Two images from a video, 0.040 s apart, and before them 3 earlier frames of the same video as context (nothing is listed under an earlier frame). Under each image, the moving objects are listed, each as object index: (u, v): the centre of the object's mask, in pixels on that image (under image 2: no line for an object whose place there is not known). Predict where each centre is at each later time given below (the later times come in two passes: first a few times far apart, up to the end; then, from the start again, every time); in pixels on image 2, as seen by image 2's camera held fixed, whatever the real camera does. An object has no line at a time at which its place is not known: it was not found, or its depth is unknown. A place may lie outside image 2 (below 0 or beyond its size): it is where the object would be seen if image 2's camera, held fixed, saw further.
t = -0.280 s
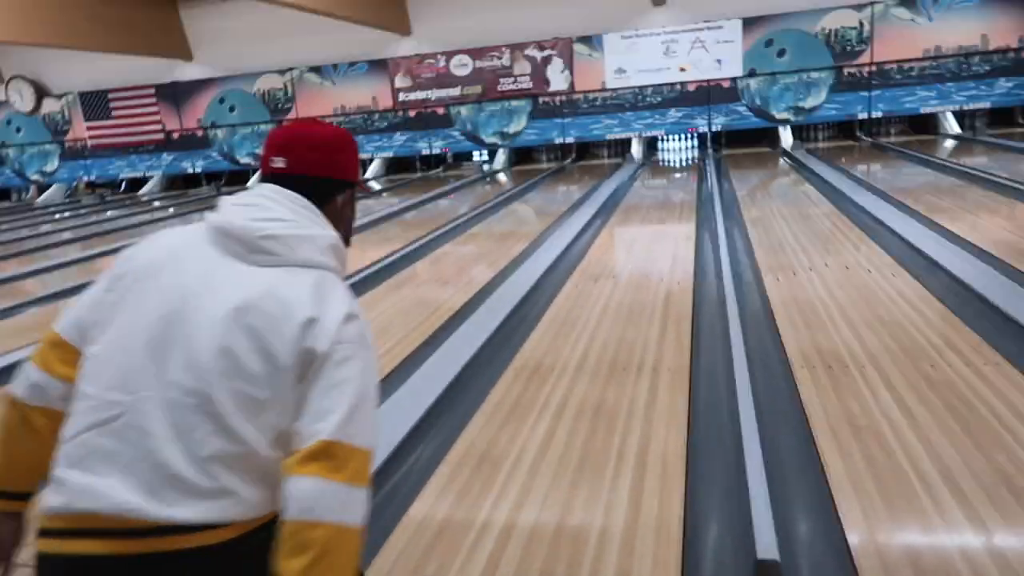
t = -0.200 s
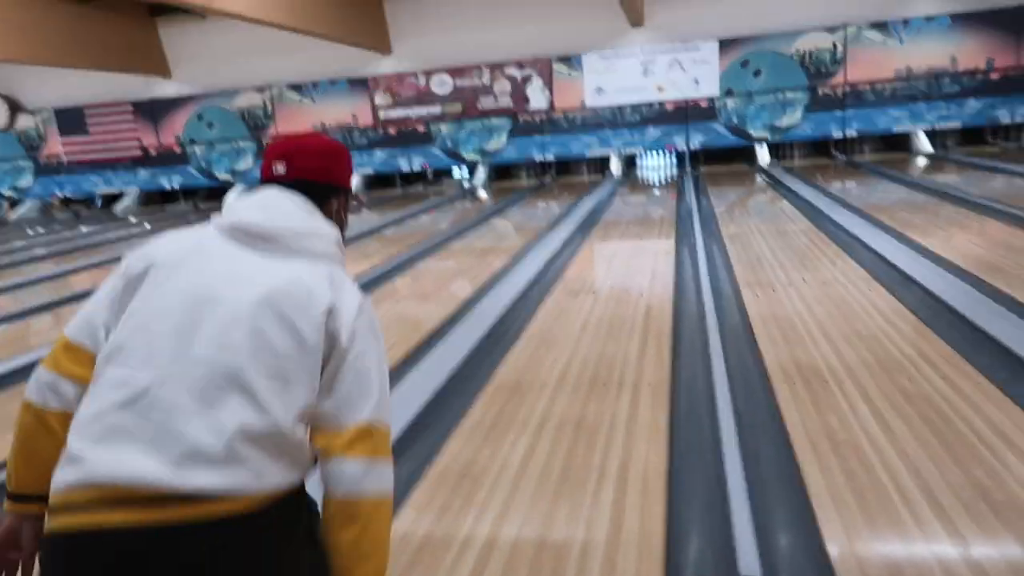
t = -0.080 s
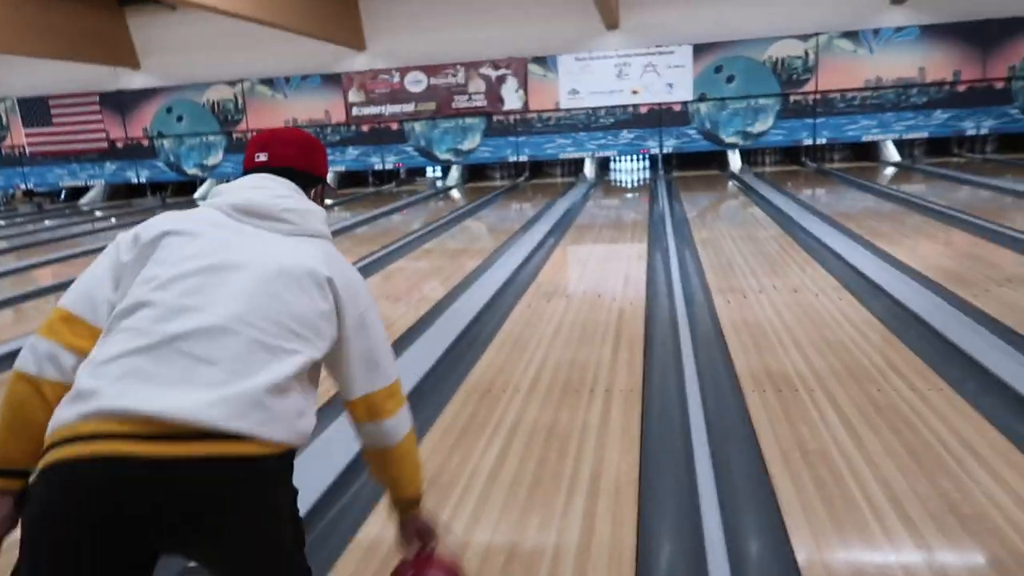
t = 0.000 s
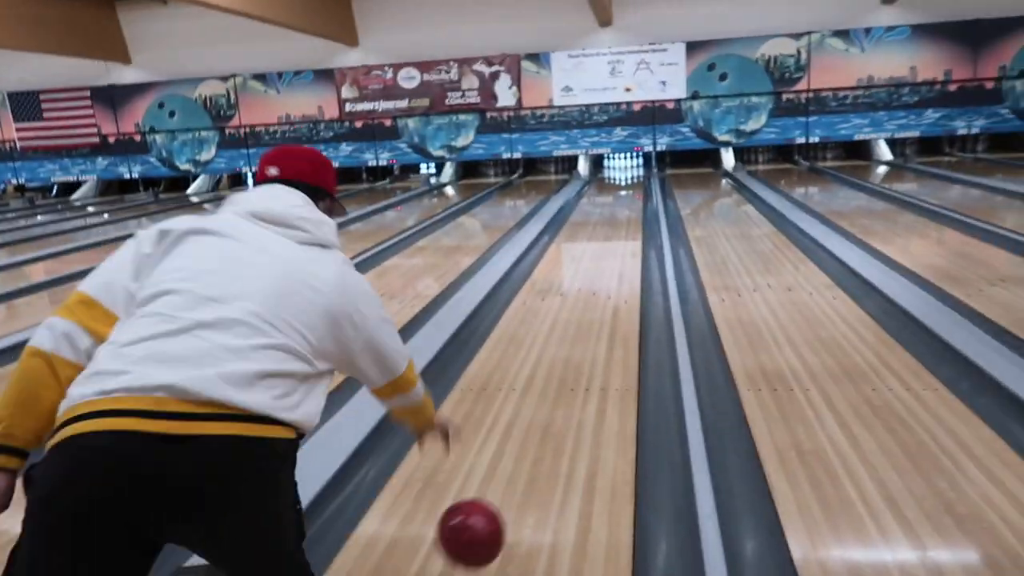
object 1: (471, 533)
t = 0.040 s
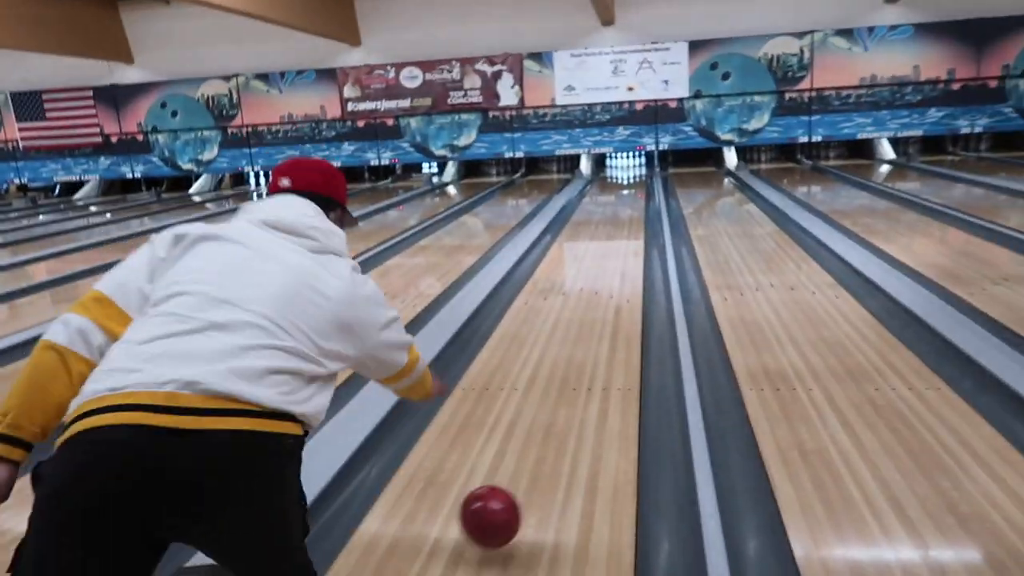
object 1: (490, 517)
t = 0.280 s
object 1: (546, 386)
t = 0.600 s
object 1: (578, 298)
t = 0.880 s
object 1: (593, 257)
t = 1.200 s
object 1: (604, 226)
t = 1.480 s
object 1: (610, 209)
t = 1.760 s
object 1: (614, 196)
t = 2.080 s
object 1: (618, 185)
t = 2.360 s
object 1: (621, 177)
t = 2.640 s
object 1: (624, 171)
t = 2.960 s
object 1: (625, 166)
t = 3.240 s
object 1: (630, 163)
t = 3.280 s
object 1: (630, 162)
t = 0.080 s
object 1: (504, 501)
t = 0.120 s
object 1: (515, 469)
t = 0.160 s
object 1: (524, 445)
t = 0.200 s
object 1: (532, 423)
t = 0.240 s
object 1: (539, 404)
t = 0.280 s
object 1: (546, 386)
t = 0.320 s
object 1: (551, 371)
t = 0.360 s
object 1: (556, 357)
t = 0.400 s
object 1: (561, 345)
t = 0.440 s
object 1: (565, 334)
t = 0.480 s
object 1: (569, 324)
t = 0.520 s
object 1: (572, 315)
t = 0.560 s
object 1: (575, 306)
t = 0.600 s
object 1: (578, 298)
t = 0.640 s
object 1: (581, 290)
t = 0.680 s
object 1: (583, 284)
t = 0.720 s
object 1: (585, 278)
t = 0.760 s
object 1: (587, 272)
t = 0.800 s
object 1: (589, 266)
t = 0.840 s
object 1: (591, 261)
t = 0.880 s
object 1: (593, 257)
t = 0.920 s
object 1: (594, 252)
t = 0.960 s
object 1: (596, 248)
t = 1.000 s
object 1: (597, 244)
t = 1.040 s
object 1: (599, 240)
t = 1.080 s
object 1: (600, 236)
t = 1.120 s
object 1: (601, 233)
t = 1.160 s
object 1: (602, 229)
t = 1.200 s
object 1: (604, 226)
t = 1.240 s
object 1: (605, 224)
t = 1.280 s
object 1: (605, 221)
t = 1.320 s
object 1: (606, 218)
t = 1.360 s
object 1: (607, 216)
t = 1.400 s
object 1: (608, 213)
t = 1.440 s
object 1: (609, 211)
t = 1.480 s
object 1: (610, 209)
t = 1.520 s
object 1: (610, 207)
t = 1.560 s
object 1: (611, 205)
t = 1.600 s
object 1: (612, 203)
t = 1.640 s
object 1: (612, 201)
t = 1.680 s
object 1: (613, 199)
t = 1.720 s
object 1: (614, 198)
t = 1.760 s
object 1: (614, 196)
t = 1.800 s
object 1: (615, 194)
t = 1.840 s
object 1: (616, 192)
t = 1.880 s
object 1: (616, 191)
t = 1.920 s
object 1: (616, 190)
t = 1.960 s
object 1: (617, 189)
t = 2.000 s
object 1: (617, 187)
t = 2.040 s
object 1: (618, 186)
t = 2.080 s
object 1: (618, 185)
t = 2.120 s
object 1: (618, 184)
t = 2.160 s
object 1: (619, 183)
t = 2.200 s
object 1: (619, 181)
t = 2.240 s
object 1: (620, 180)
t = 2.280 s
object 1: (620, 179)
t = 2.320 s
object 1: (620, 178)
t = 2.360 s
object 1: (621, 177)
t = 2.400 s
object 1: (621, 177)
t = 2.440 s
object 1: (622, 176)
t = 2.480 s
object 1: (622, 175)
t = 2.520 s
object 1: (623, 174)
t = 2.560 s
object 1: (623, 173)
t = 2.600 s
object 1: (623, 172)
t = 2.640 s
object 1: (624, 171)
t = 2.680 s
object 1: (624, 171)
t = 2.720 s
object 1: (624, 170)
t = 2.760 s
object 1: (624, 170)
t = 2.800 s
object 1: (625, 169)
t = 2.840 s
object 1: (625, 169)
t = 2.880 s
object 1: (625, 167)
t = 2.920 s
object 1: (625, 167)
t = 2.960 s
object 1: (625, 166)
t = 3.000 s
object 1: (626, 166)
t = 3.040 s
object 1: (626, 166)
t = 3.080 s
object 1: (627, 165)
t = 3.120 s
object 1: (628, 164)
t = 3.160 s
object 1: (628, 164)
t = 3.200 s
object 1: (629, 163)
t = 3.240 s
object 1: (630, 163)
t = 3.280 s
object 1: (630, 162)
